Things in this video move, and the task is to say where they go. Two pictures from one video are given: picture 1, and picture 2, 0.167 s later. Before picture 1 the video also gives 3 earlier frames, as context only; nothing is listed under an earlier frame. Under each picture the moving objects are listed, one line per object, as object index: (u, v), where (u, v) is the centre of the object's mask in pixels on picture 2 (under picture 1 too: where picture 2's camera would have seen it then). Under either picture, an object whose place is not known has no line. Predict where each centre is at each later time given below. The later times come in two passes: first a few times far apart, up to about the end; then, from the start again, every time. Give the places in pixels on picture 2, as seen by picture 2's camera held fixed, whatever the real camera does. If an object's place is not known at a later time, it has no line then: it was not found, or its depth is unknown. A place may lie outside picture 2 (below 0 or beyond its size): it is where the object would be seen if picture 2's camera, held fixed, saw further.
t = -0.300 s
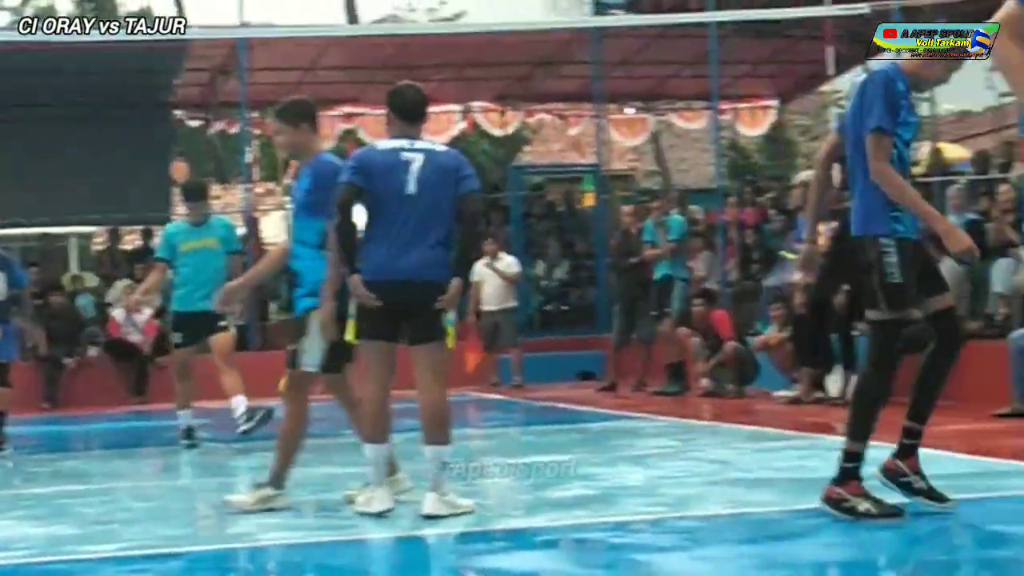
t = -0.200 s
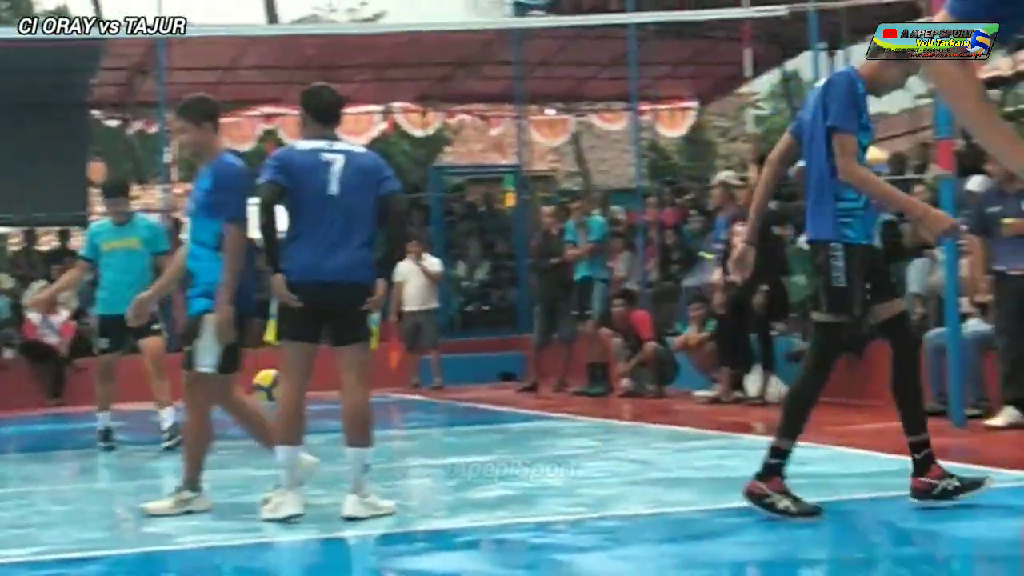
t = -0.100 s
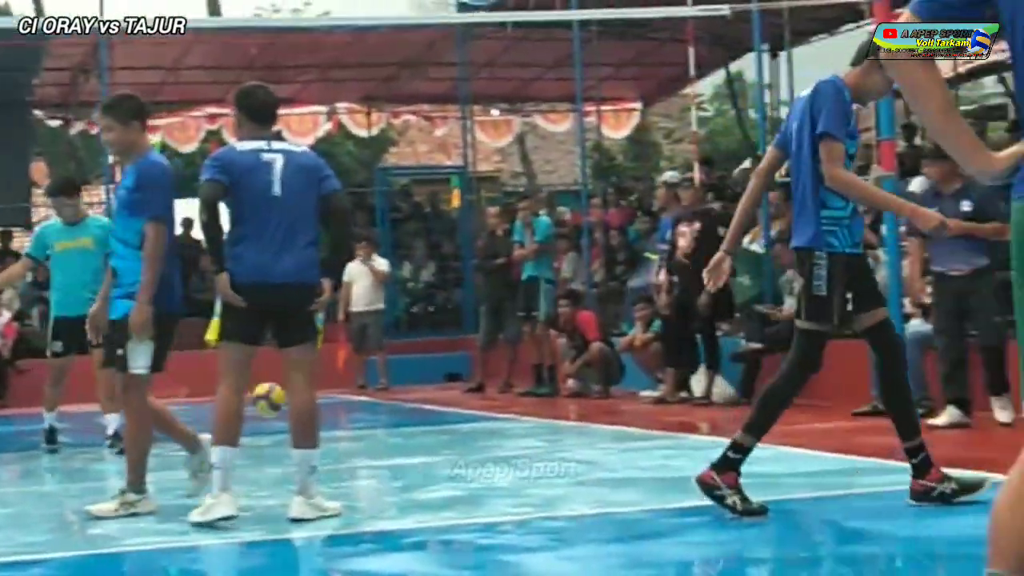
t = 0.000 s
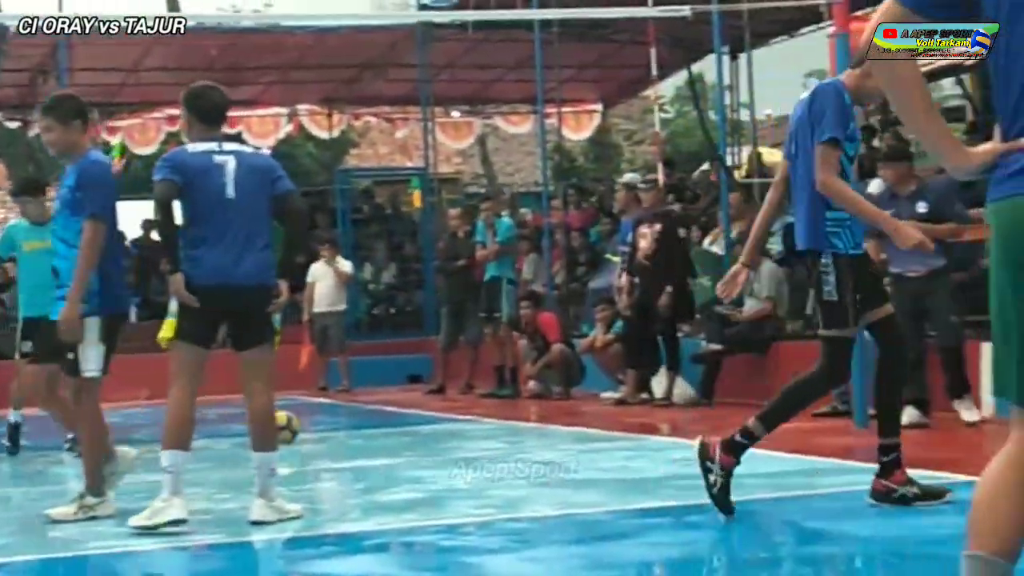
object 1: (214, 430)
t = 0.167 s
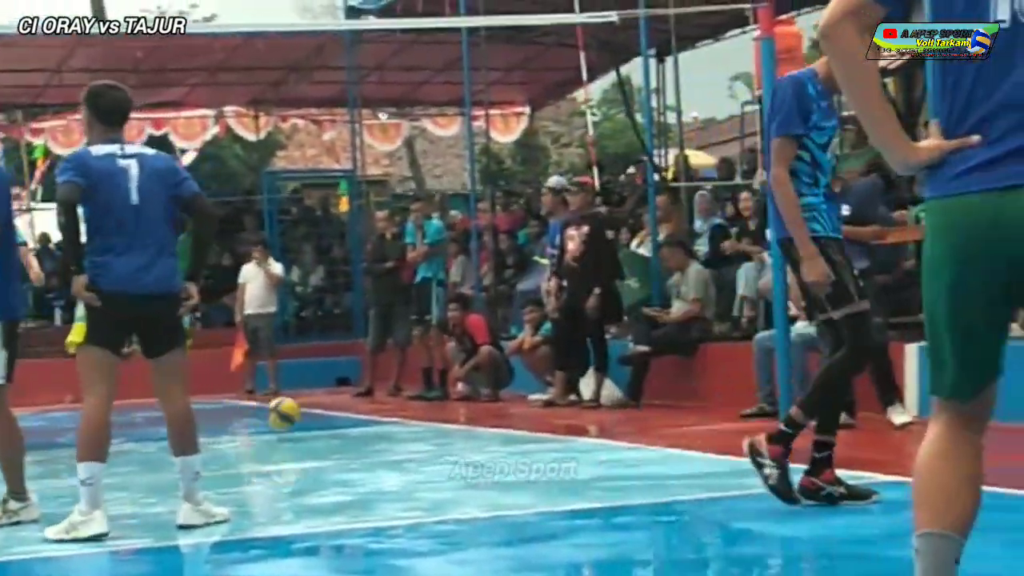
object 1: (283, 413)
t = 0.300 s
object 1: (336, 417)
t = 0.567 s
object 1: (405, 412)
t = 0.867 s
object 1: (470, 408)
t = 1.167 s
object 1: (529, 403)
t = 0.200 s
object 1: (298, 414)
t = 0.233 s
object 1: (312, 418)
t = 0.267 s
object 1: (325, 420)
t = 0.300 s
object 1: (336, 417)
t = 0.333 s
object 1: (347, 416)
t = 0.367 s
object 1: (357, 416)
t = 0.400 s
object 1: (368, 417)
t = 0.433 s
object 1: (375, 414)
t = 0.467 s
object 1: (383, 412)
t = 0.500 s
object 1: (390, 413)
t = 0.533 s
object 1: (398, 414)
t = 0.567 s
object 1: (405, 412)
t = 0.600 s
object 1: (413, 411)
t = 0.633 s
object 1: (421, 412)
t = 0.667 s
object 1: (428, 410)
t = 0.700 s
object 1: (434, 408)
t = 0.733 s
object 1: (442, 410)
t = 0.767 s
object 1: (449, 409)
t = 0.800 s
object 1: (456, 408)
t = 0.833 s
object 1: (463, 409)
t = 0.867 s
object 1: (470, 408)
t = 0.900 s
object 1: (478, 407)
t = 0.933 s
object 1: (484, 405)
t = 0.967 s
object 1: (490, 404)
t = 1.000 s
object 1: (496, 405)
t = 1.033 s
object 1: (504, 405)
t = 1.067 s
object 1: (510, 404)
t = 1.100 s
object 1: (517, 403)
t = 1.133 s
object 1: (524, 403)
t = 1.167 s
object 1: (529, 403)
